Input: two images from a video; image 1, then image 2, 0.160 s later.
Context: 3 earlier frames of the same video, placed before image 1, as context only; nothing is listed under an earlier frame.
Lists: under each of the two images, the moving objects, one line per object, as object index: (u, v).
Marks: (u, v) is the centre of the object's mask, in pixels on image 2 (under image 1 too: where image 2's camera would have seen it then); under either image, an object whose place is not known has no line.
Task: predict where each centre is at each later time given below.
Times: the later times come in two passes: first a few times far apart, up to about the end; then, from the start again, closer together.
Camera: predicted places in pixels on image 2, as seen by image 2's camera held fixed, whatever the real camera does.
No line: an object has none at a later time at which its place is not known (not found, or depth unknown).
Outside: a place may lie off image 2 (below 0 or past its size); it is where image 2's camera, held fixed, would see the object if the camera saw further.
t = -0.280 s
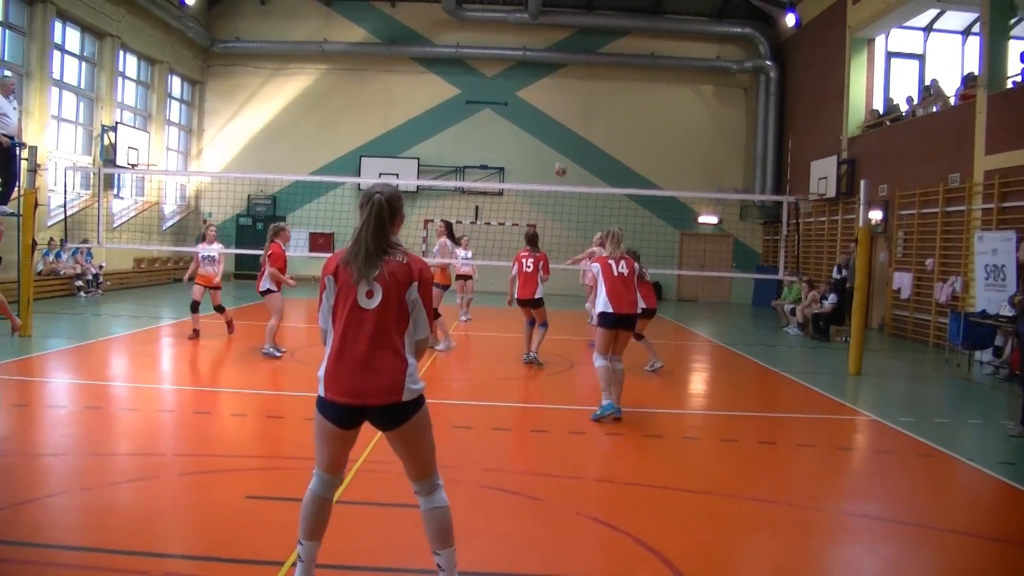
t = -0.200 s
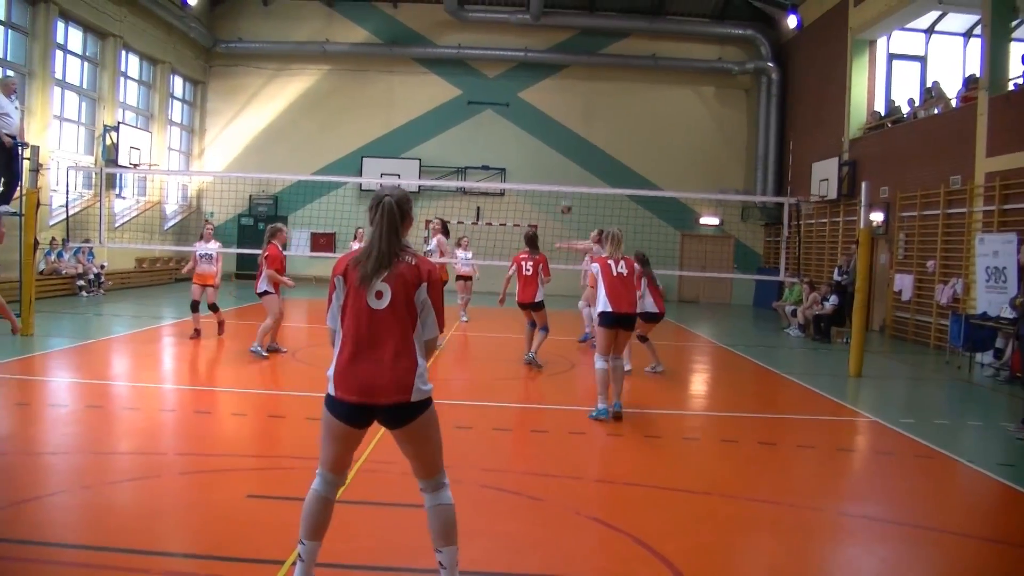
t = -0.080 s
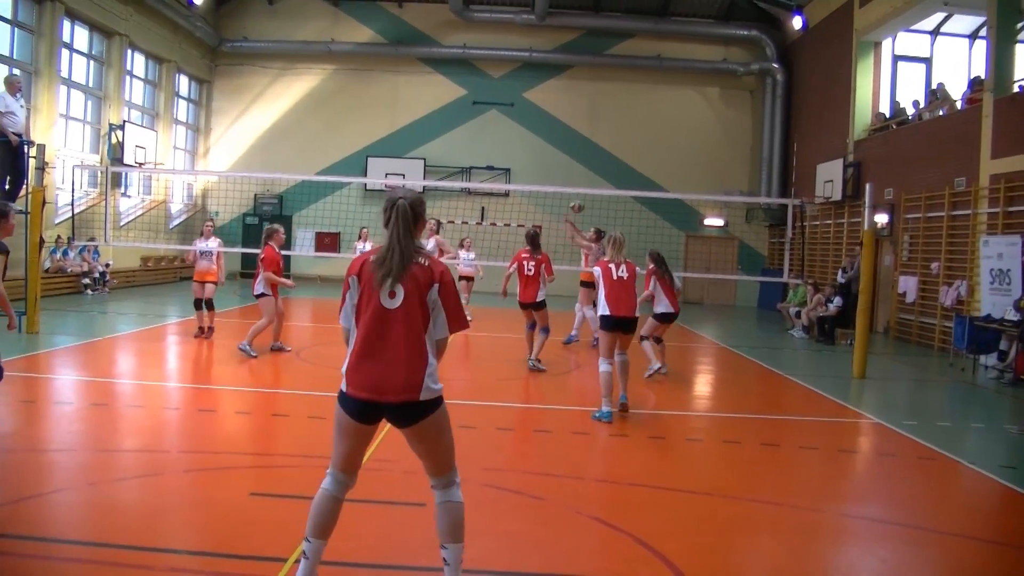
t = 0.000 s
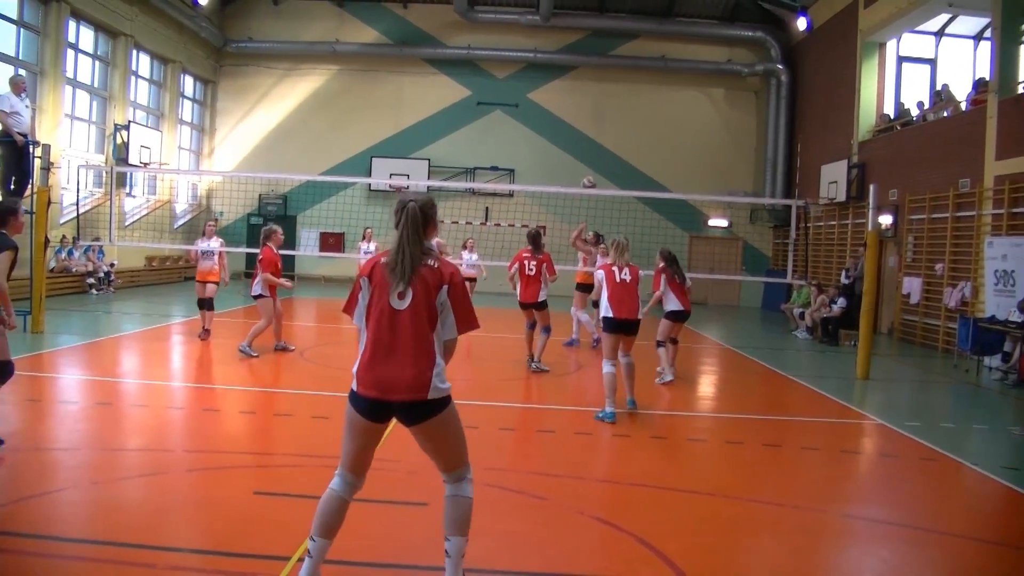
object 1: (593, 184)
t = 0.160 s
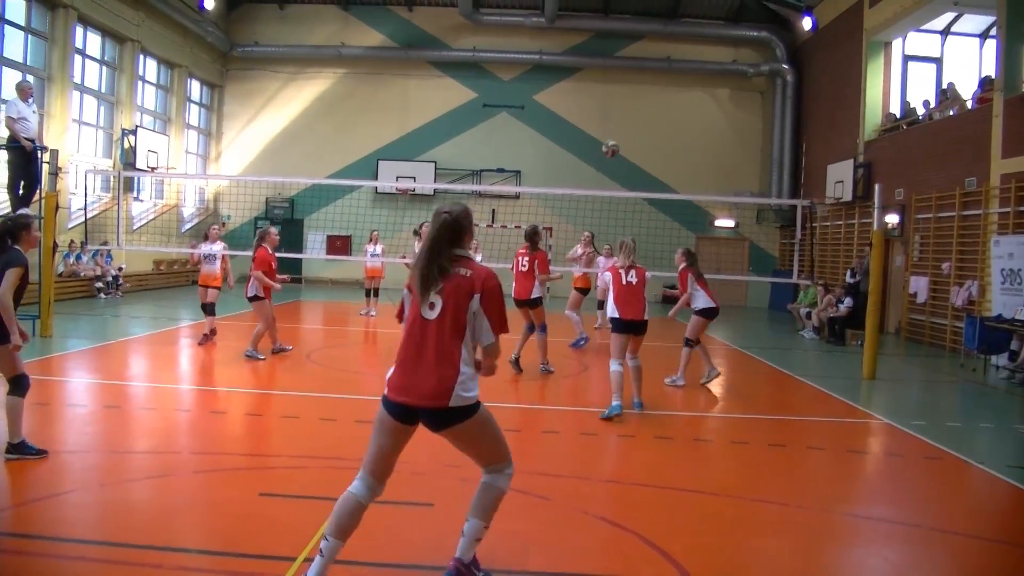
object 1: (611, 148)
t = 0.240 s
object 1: (619, 135)
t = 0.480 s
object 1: (654, 124)
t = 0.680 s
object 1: (696, 168)
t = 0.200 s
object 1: (615, 141)
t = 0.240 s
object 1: (619, 135)
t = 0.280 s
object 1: (625, 130)
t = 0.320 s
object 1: (630, 126)
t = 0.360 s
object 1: (636, 123)
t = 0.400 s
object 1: (642, 122)
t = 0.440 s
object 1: (648, 122)
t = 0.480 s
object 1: (654, 124)
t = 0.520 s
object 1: (661, 128)
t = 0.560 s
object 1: (669, 134)
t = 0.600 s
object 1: (678, 142)
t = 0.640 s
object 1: (686, 154)
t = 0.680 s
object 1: (696, 168)
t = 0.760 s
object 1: (716, 210)
